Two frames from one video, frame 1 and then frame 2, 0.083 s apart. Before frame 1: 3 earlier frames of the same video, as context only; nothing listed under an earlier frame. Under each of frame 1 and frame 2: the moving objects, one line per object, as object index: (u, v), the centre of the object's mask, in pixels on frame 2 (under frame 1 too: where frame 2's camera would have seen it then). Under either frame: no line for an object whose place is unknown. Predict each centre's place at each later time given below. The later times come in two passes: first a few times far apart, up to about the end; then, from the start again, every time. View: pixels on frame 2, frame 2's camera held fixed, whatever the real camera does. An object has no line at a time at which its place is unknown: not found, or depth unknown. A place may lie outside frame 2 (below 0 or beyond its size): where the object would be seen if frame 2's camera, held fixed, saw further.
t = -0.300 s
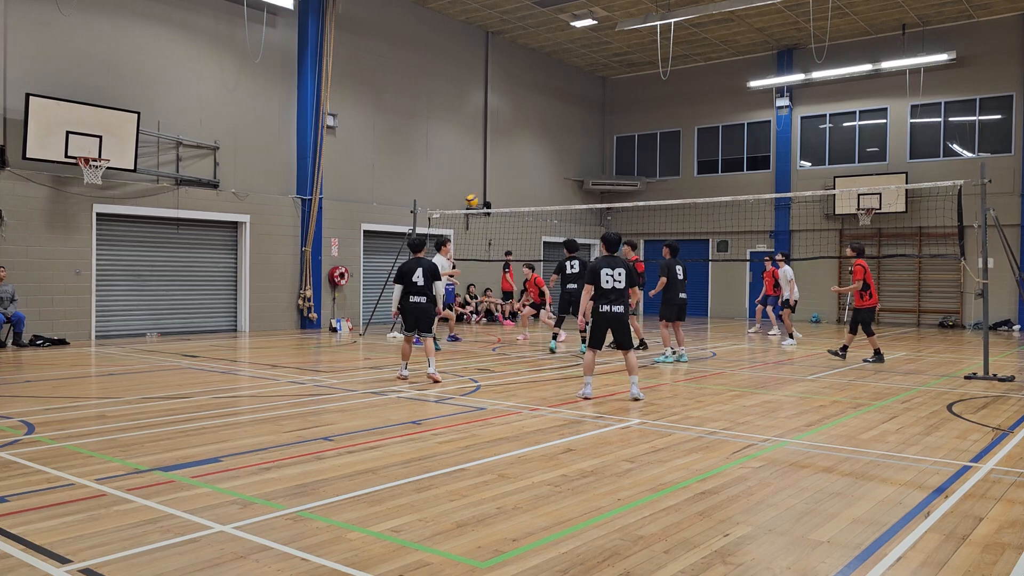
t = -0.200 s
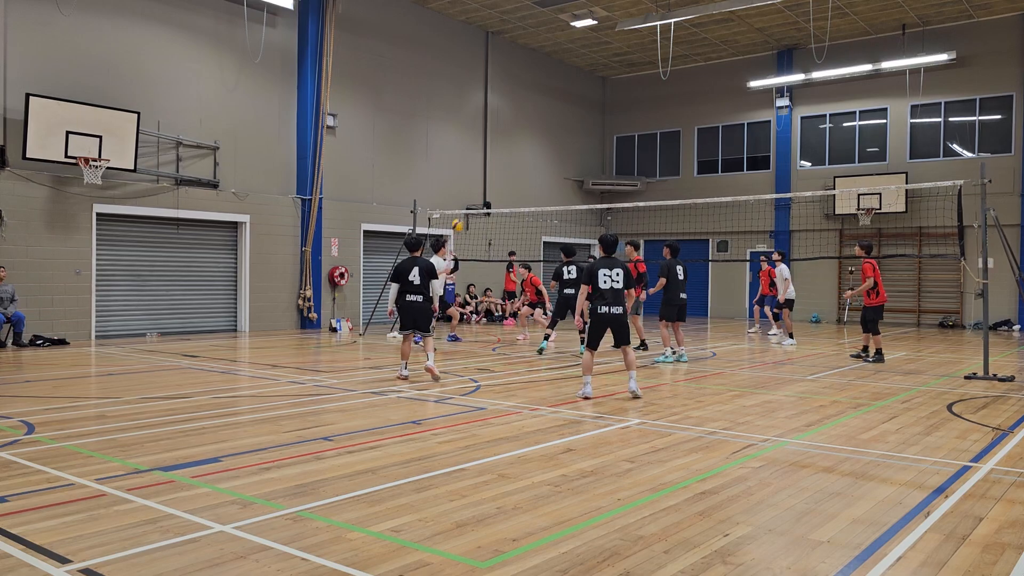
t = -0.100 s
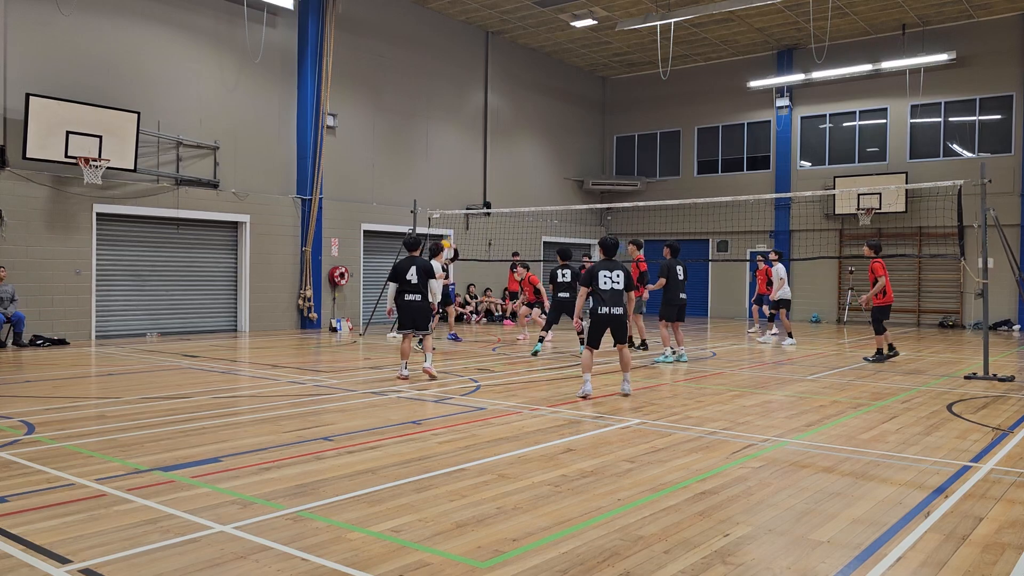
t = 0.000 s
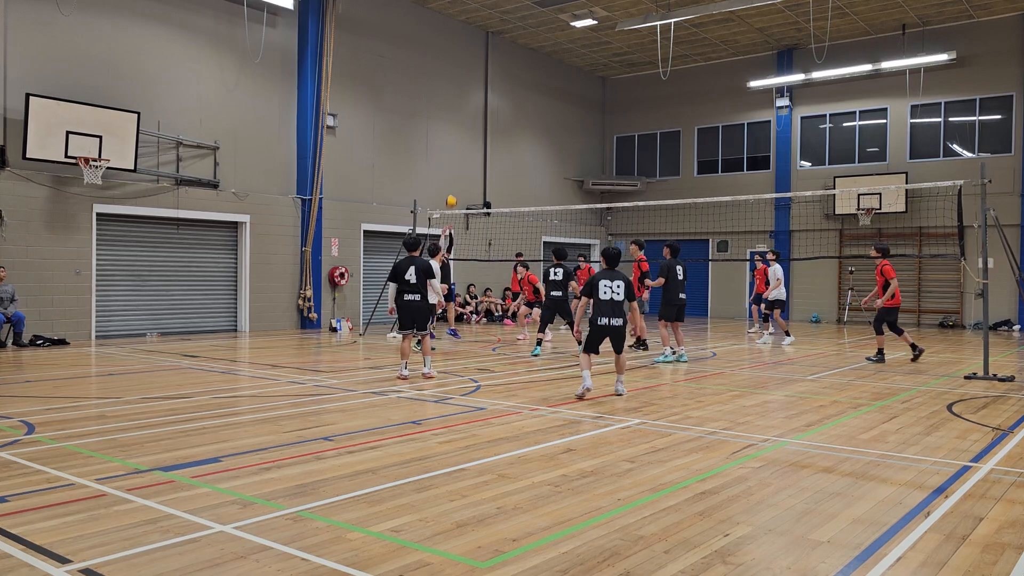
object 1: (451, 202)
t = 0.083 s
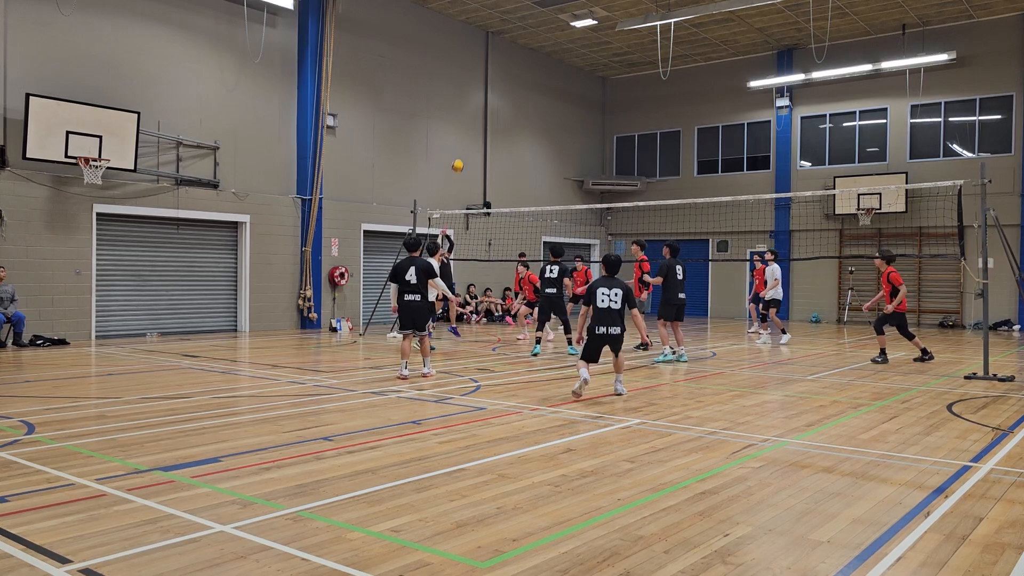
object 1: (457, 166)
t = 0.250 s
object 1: (471, 107)
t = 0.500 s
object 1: (493, 47)
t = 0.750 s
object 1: (516, 22)
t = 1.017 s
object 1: (542, 39)
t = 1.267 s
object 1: (565, 97)
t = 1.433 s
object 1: (580, 159)
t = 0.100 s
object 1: (459, 159)
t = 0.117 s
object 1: (460, 153)
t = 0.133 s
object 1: (462, 146)
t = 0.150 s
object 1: (463, 140)
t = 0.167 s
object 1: (464, 134)
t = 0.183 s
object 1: (466, 129)
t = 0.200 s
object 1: (467, 123)
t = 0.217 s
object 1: (468, 118)
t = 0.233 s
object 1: (470, 112)
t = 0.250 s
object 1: (471, 107)
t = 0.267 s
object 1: (473, 102)
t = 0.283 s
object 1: (474, 97)
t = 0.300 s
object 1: (475, 92)
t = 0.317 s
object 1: (477, 87)
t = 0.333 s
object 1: (478, 83)
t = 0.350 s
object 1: (480, 79)
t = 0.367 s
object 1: (481, 74)
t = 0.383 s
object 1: (483, 70)
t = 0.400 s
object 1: (484, 67)
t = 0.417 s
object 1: (486, 63)
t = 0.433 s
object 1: (487, 59)
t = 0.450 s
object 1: (489, 56)
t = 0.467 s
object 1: (490, 52)
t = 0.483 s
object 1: (492, 50)
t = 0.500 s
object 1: (493, 47)
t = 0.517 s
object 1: (495, 44)
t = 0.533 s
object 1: (496, 41)
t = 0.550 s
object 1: (498, 39)
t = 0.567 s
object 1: (499, 36)
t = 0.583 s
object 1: (501, 34)
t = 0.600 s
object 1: (502, 32)
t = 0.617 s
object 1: (504, 31)
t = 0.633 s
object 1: (505, 29)
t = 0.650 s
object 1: (507, 28)
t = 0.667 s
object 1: (509, 26)
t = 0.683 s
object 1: (510, 25)
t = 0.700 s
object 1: (512, 24)
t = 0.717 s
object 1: (513, 23)
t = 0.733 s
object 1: (515, 22)
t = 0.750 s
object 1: (516, 22)
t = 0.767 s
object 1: (518, 21)
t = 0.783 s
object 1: (520, 21)
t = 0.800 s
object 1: (521, 21)
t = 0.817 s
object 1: (523, 21)
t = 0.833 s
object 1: (524, 21)
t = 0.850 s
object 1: (526, 22)
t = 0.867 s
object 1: (527, 23)
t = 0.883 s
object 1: (529, 24)
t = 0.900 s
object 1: (530, 25)
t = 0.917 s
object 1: (532, 26)
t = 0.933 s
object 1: (534, 28)
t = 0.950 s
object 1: (535, 30)
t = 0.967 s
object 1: (537, 32)
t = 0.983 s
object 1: (539, 34)
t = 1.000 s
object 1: (540, 36)
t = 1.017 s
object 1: (542, 39)
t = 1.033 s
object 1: (543, 41)
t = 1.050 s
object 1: (545, 44)
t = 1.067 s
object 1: (546, 47)
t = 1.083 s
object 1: (548, 50)
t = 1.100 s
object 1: (550, 53)
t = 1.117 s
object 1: (551, 57)
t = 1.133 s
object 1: (553, 60)
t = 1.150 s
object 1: (554, 64)
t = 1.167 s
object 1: (556, 68)
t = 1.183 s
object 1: (557, 73)
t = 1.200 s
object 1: (559, 77)
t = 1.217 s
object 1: (561, 82)
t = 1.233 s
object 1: (562, 87)
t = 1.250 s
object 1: (563, 91)
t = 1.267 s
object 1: (565, 97)
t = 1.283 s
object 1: (567, 102)
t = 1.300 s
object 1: (568, 107)
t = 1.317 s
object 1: (570, 113)
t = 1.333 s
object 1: (571, 119)
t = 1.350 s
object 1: (572, 125)
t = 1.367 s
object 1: (574, 132)
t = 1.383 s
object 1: (576, 138)
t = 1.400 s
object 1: (577, 145)
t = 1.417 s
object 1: (579, 152)
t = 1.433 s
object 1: (580, 159)
